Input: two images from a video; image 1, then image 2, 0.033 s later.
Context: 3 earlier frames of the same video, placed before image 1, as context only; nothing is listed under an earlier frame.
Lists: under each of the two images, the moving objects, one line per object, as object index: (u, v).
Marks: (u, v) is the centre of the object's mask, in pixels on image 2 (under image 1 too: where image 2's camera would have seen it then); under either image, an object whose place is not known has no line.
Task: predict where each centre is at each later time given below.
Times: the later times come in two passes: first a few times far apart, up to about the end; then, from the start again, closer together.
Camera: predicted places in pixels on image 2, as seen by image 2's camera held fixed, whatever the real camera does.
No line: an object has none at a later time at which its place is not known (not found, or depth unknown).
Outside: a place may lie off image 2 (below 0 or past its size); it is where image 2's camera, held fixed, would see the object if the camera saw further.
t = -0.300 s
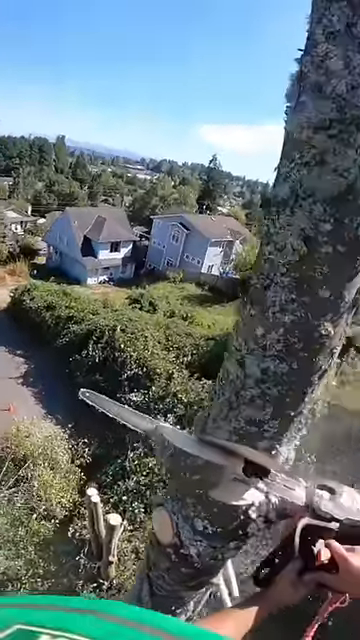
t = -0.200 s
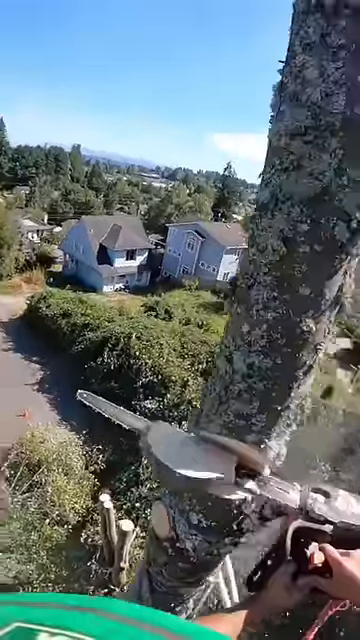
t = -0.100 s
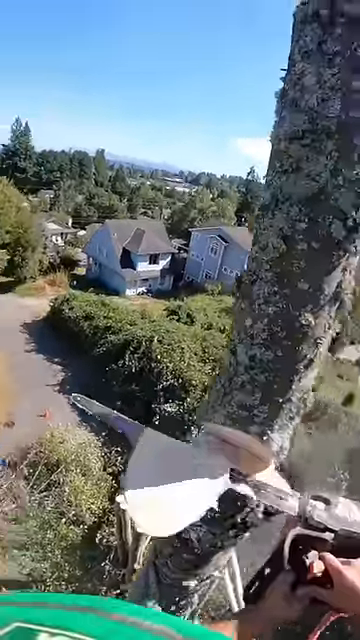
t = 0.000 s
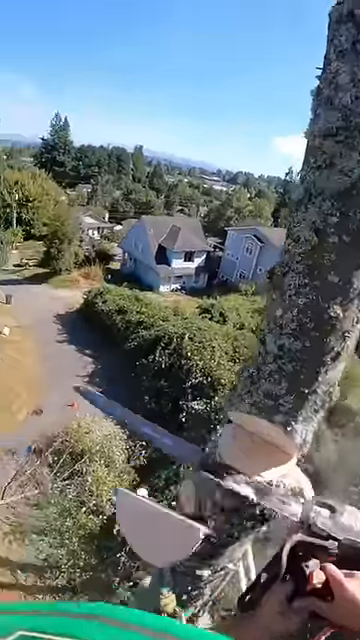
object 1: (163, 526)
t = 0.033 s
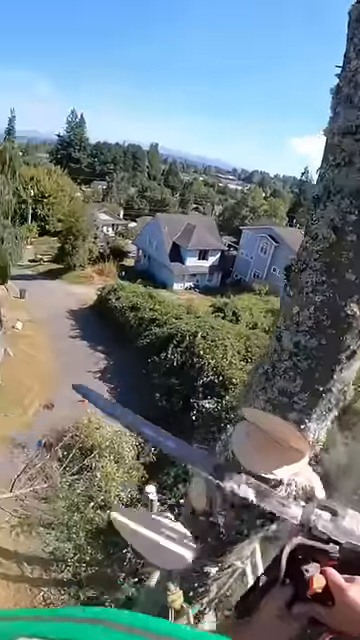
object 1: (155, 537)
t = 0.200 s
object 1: (87, 598)
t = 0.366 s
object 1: (22, 622)
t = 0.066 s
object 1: (143, 550)
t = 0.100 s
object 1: (129, 572)
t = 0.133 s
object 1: (120, 591)
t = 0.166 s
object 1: (122, 594)
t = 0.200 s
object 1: (87, 598)
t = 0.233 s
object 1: (64, 607)
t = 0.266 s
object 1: (54, 612)
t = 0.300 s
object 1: (36, 618)
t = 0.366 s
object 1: (22, 622)
